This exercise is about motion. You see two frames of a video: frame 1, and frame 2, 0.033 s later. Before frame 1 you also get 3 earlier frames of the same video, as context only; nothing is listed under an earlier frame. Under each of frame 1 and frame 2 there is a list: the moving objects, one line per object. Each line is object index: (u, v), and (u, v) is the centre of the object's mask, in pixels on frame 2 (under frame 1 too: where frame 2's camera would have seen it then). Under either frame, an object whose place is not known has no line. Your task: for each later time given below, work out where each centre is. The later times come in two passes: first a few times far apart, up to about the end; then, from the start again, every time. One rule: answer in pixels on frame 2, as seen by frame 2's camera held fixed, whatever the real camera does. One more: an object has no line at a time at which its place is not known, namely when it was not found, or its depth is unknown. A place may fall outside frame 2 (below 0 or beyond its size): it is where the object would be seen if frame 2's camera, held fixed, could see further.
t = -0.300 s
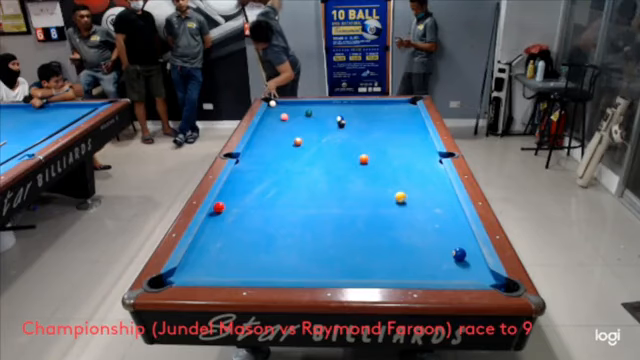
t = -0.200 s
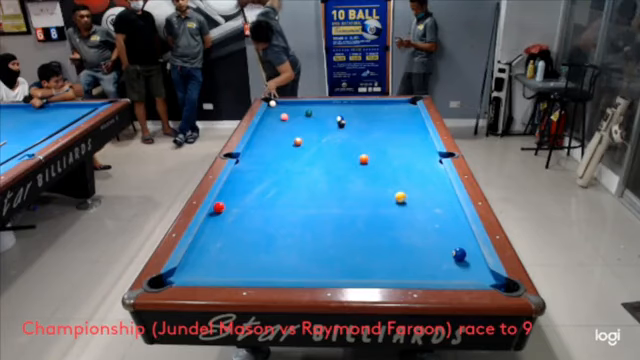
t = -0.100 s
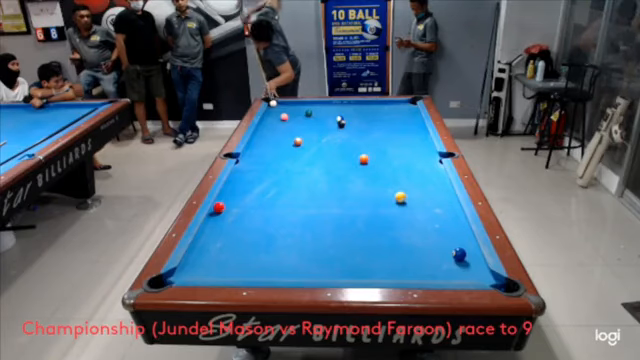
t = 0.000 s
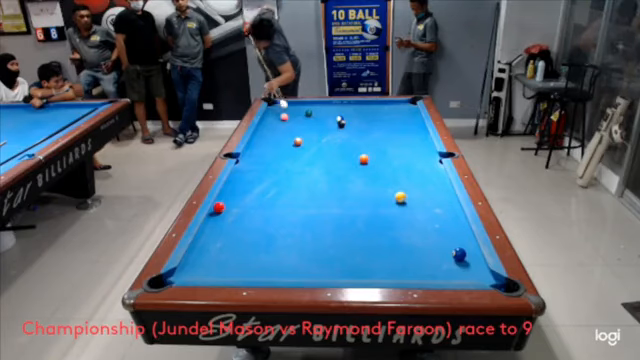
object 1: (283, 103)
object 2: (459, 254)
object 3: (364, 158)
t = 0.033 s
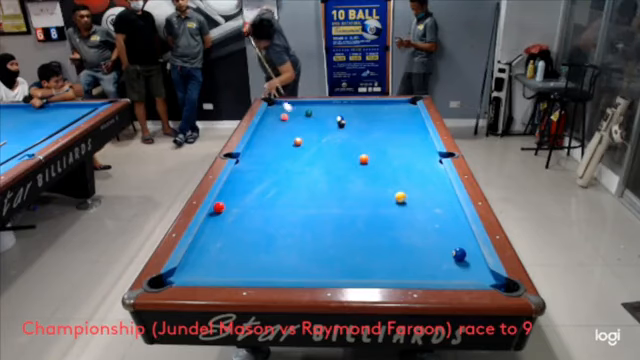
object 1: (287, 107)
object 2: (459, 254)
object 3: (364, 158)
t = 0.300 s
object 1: (329, 156)
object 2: (459, 254)
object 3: (363, 158)
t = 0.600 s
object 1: (394, 223)
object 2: (459, 254)
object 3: (363, 158)
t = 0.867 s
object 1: (456, 261)
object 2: (462, 249)
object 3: (363, 158)
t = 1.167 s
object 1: (457, 257)
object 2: (446, 219)
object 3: (363, 159)
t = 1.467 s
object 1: (457, 254)
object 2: (423, 201)
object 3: (363, 158)
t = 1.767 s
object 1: (458, 253)
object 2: (402, 185)
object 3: (363, 159)
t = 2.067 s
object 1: (458, 252)
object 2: (385, 172)
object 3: (363, 158)
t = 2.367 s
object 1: (458, 252)
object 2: (372, 161)
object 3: (362, 158)
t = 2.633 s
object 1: (458, 252)
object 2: (373, 156)
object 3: (351, 155)
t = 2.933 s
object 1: (458, 252)
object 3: (339, 151)
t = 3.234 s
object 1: (458, 252)
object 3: (329, 148)
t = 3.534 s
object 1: (458, 252)
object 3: (321, 146)
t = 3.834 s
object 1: (458, 252)
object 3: (313, 143)
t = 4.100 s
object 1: (458, 252)
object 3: (308, 142)
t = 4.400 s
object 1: (458, 252)
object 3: (306, 140)
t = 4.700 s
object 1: (458, 252)
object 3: (305, 140)
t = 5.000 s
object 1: (458, 252)
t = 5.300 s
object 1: (458, 252)
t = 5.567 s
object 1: (458, 252)
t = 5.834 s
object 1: (458, 252)
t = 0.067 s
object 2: (459, 254)
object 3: (364, 158)
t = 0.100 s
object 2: (459, 254)
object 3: (364, 159)
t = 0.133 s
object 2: (459, 254)
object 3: (364, 158)
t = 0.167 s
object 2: (459, 254)
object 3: (364, 158)
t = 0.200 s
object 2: (459, 254)
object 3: (364, 158)
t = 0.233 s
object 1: (317, 144)
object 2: (459, 254)
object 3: (363, 158)
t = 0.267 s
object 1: (323, 149)
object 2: (459, 254)
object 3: (363, 158)
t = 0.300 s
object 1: (329, 156)
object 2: (459, 254)
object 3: (363, 158)
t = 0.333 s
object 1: (335, 164)
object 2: (459, 254)
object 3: (364, 158)
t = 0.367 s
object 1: (342, 170)
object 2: (459, 254)
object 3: (363, 158)
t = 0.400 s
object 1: (348, 176)
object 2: (459, 254)
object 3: (363, 158)
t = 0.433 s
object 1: (355, 184)
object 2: (459, 254)
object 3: (363, 158)
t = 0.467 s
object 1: (362, 191)
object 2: (459, 254)
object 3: (363, 158)
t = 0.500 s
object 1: (369, 199)
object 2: (459, 254)
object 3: (363, 158)
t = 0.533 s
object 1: (377, 206)
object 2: (459, 254)
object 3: (363, 158)
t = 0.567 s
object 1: (385, 215)
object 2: (459, 254)
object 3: (363, 158)
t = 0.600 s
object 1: (394, 223)
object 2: (459, 254)
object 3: (363, 158)
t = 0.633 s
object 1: (405, 234)
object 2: (459, 254)
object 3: (363, 158)
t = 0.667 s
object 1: (414, 243)
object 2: (459, 254)
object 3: (363, 158)
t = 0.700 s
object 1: (426, 255)
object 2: (459, 254)
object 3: (363, 158)
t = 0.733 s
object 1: (438, 266)
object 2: (459, 254)
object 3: (363, 158)
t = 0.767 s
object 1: (449, 274)
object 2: (459, 254)
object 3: (363, 158)
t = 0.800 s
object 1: (454, 270)
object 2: (459, 254)
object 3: (363, 158)
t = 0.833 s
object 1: (456, 263)
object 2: (460, 252)
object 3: (363, 159)
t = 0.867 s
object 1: (456, 261)
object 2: (462, 249)
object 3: (363, 158)
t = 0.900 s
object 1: (455, 260)
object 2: (465, 243)
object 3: (363, 159)
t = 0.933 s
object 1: (455, 260)
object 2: (467, 237)
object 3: (363, 159)
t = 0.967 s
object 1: (455, 259)
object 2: (466, 233)
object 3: (363, 158)
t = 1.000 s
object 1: (456, 259)
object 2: (462, 231)
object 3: (363, 159)
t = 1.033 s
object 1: (456, 258)
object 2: (459, 229)
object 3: (363, 159)
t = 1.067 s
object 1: (456, 258)
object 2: (456, 227)
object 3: (363, 159)
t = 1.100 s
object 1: (456, 258)
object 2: (453, 224)
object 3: (363, 159)
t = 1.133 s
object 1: (456, 257)
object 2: (450, 222)
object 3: (363, 159)
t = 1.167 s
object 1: (457, 257)
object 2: (446, 219)
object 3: (363, 159)
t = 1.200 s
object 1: (457, 256)
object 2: (443, 217)
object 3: (363, 159)
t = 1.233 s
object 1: (457, 256)
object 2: (441, 215)
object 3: (363, 159)
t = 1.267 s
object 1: (457, 256)
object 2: (438, 213)
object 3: (363, 159)
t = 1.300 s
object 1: (457, 256)
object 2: (436, 211)
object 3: (363, 159)
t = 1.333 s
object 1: (457, 255)
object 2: (433, 209)
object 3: (363, 159)
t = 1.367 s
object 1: (457, 255)
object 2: (430, 206)
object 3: (363, 159)
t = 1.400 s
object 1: (457, 255)
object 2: (427, 204)
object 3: (363, 158)
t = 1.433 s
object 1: (457, 254)
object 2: (424, 202)
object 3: (363, 159)
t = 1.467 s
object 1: (457, 254)
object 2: (423, 201)
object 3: (363, 158)
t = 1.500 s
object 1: (458, 254)
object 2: (420, 199)
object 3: (363, 159)
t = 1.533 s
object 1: (458, 254)
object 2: (418, 197)
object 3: (363, 159)
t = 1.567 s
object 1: (458, 253)
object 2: (415, 195)
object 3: (363, 158)
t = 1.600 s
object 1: (458, 253)
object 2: (413, 193)
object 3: (363, 159)
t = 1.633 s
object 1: (458, 253)
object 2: (410, 191)
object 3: (363, 159)
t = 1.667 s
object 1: (458, 253)
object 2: (408, 189)
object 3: (363, 159)
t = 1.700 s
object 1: (458, 253)
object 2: (407, 188)
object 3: (363, 159)
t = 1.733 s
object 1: (458, 253)
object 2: (404, 187)
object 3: (363, 159)
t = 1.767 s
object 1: (458, 253)
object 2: (402, 185)
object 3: (363, 159)
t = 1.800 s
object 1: (458, 253)
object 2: (400, 183)
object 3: (363, 159)
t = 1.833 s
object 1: (458, 252)
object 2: (398, 181)
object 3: (363, 159)
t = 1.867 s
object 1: (458, 252)
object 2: (396, 181)
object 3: (363, 159)
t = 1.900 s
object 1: (458, 252)
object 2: (394, 179)
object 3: (363, 159)
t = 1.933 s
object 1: (458, 252)
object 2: (392, 178)
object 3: (363, 158)
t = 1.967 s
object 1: (458, 252)
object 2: (390, 176)
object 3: (363, 158)
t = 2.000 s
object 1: (458, 252)
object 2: (388, 175)
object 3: (363, 159)
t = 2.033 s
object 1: (458, 252)
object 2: (386, 173)
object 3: (363, 158)
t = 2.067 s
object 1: (458, 252)
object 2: (385, 172)
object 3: (363, 158)
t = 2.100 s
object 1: (458, 252)
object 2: (383, 170)
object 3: (363, 159)
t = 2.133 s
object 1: (458, 252)
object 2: (381, 169)
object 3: (363, 159)
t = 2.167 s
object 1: (458, 252)
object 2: (379, 168)
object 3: (363, 159)
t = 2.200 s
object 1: (458, 252)
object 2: (377, 167)
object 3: (363, 159)
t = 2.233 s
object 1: (458, 252)
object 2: (376, 166)
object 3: (363, 159)
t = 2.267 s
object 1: (458, 252)
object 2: (375, 165)
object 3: (363, 159)
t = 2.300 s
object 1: (458, 252)
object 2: (372, 164)
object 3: (363, 159)
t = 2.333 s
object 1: (458, 252)
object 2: (372, 162)
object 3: (363, 159)
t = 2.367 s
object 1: (458, 252)
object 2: (372, 161)
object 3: (362, 158)
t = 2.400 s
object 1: (458, 252)
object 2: (372, 161)
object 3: (360, 158)
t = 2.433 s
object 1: (458, 252)
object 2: (372, 160)
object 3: (358, 157)
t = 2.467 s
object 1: (458, 252)
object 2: (372, 159)
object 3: (357, 157)
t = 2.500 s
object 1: (458, 252)
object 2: (372, 158)
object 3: (356, 156)
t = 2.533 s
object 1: (458, 252)
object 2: (373, 158)
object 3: (354, 156)
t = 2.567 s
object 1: (458, 252)
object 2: (373, 157)
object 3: (353, 156)
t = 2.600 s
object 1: (458, 252)
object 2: (373, 157)
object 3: (352, 155)
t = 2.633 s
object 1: (458, 252)
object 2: (373, 156)
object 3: (351, 155)
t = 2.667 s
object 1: (458, 252)
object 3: (349, 154)
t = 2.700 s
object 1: (458, 252)
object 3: (348, 154)
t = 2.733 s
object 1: (458, 252)
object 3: (347, 153)
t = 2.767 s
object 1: (458, 252)
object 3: (346, 153)
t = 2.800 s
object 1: (458, 252)
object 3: (344, 153)
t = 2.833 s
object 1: (458, 252)
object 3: (343, 152)
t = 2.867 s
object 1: (458, 252)
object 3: (342, 152)
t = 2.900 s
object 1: (458, 252)
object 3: (340, 152)
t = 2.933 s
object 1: (458, 252)
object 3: (339, 151)
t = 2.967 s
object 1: (458, 252)
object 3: (338, 151)
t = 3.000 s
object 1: (458, 252)
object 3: (337, 150)
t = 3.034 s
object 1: (458, 252)
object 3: (336, 150)
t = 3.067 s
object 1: (458, 252)
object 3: (335, 150)
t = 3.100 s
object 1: (458, 252)
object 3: (334, 149)
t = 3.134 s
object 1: (458, 252)
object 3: (332, 149)
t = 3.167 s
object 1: (458, 252)
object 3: (332, 149)
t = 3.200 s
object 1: (458, 252)
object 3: (330, 149)
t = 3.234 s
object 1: (458, 252)
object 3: (329, 148)
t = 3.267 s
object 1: (458, 252)
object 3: (328, 148)
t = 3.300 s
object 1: (458, 252)
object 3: (328, 148)
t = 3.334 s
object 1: (458, 252)
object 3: (326, 148)
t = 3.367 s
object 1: (458, 252)
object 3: (325, 148)
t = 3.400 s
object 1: (458, 252)
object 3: (324, 147)
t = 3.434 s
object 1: (458, 252)
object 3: (323, 147)
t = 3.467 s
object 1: (458, 252)
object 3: (322, 147)
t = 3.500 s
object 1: (458, 252)
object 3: (322, 146)
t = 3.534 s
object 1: (458, 252)
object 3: (321, 146)
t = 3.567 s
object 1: (458, 252)
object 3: (320, 146)
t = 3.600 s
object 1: (458, 252)
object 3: (319, 145)
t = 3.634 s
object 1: (458, 252)
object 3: (318, 145)
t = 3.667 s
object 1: (458, 252)
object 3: (318, 145)
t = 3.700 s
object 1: (458, 252)
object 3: (316, 145)
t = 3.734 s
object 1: (458, 252)
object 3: (316, 145)
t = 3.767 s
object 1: (458, 252)
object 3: (314, 144)
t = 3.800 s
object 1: (458, 252)
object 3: (314, 144)
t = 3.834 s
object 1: (458, 252)
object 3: (313, 143)
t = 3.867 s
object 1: (458, 252)
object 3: (312, 143)
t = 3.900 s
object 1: (458, 252)
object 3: (312, 143)
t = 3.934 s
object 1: (458, 252)
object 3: (311, 143)
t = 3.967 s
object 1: (458, 252)
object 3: (310, 143)
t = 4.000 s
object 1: (458, 252)
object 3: (310, 142)
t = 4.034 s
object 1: (458, 252)
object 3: (310, 142)
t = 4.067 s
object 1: (458, 252)
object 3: (308, 142)
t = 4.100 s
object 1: (458, 252)
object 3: (308, 142)
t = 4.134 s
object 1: (458, 252)
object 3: (308, 142)
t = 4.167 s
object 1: (458, 252)
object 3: (307, 141)
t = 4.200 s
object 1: (458, 252)
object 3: (306, 141)
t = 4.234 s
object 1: (458, 252)
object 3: (306, 141)
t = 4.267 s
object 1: (458, 252)
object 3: (306, 141)
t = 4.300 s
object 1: (458, 252)
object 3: (305, 141)
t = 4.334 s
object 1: (458, 252)
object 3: (306, 141)
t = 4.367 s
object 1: (458, 252)
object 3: (306, 141)
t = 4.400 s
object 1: (458, 252)
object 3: (306, 140)
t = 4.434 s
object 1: (458, 252)
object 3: (305, 140)
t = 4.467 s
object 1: (458, 252)
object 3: (305, 140)
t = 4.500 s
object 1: (458, 252)
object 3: (305, 140)
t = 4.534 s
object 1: (458, 252)
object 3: (305, 140)
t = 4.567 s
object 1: (458, 252)
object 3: (305, 140)
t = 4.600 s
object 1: (458, 252)
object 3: (305, 140)
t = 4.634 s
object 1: (458, 252)
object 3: (305, 140)
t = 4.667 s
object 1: (458, 252)
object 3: (305, 140)
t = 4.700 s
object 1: (458, 252)
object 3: (305, 140)
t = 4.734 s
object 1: (458, 252)
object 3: (305, 140)
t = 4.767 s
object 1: (458, 252)
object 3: (305, 139)
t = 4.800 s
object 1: (458, 252)
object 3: (305, 139)
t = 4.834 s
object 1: (458, 252)
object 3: (305, 139)
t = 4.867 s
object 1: (458, 252)
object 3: (305, 139)
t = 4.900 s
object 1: (458, 252)
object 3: (305, 139)
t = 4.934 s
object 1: (458, 252)
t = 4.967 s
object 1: (458, 252)
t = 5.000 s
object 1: (458, 252)
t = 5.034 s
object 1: (458, 252)
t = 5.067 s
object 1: (458, 252)
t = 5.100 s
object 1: (458, 252)
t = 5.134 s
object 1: (458, 252)
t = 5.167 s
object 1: (458, 252)
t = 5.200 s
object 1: (458, 252)
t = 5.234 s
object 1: (458, 252)
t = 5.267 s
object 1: (458, 252)
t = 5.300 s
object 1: (458, 252)
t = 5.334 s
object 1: (458, 252)
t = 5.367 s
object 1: (458, 252)
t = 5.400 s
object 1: (458, 252)
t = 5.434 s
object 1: (458, 252)
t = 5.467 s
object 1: (458, 252)
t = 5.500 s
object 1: (458, 252)
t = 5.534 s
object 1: (458, 252)
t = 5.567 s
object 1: (458, 252)
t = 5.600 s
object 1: (458, 252)
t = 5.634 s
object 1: (458, 252)
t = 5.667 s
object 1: (458, 252)
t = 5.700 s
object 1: (458, 252)
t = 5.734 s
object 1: (458, 252)
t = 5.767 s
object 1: (458, 252)
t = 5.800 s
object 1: (458, 252)
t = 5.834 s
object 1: (458, 252)
